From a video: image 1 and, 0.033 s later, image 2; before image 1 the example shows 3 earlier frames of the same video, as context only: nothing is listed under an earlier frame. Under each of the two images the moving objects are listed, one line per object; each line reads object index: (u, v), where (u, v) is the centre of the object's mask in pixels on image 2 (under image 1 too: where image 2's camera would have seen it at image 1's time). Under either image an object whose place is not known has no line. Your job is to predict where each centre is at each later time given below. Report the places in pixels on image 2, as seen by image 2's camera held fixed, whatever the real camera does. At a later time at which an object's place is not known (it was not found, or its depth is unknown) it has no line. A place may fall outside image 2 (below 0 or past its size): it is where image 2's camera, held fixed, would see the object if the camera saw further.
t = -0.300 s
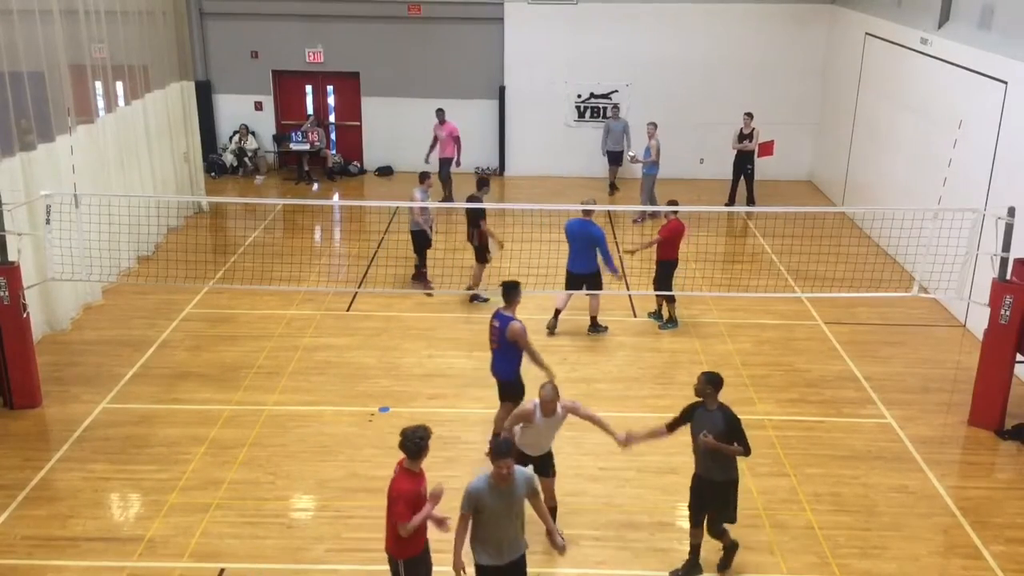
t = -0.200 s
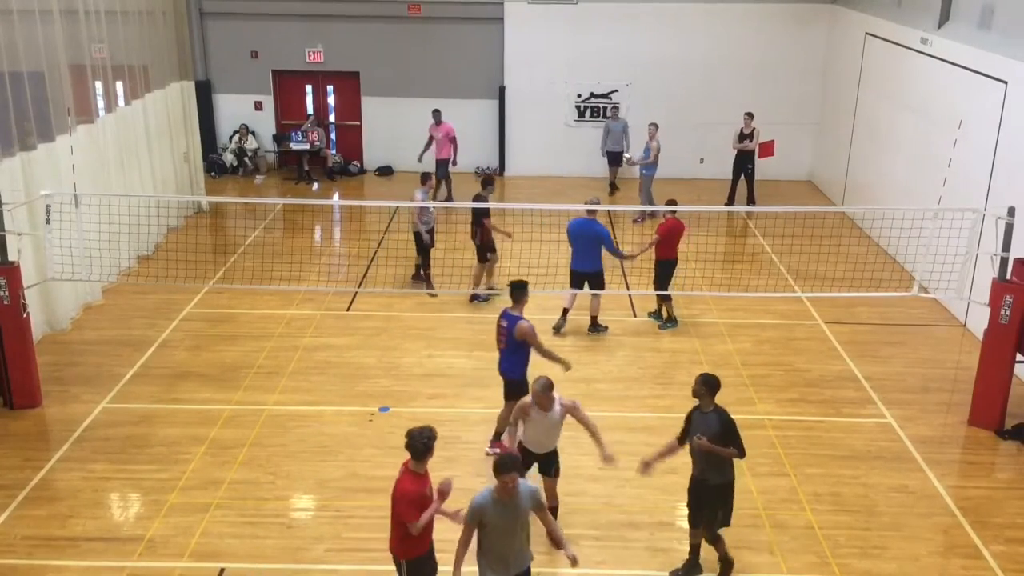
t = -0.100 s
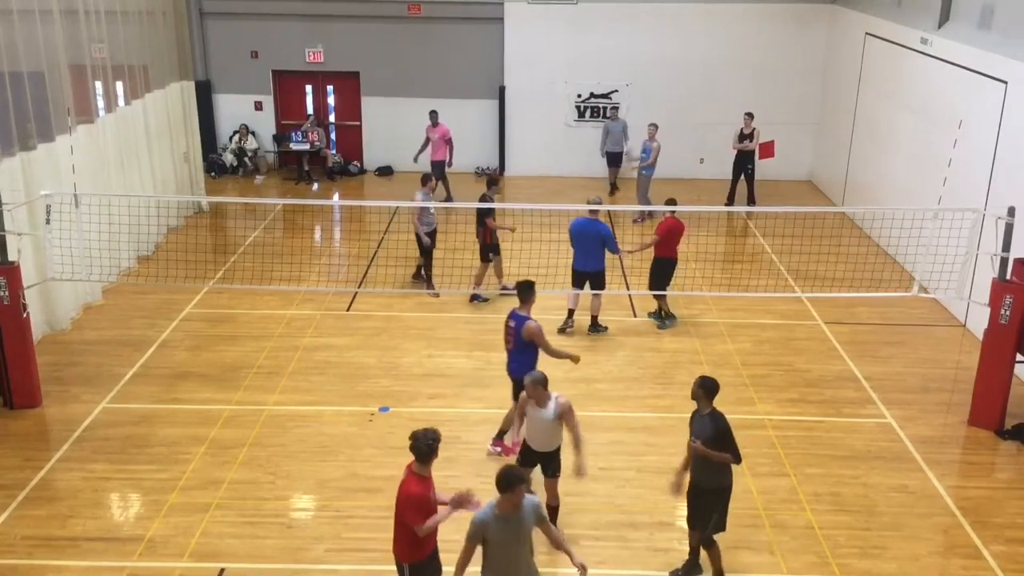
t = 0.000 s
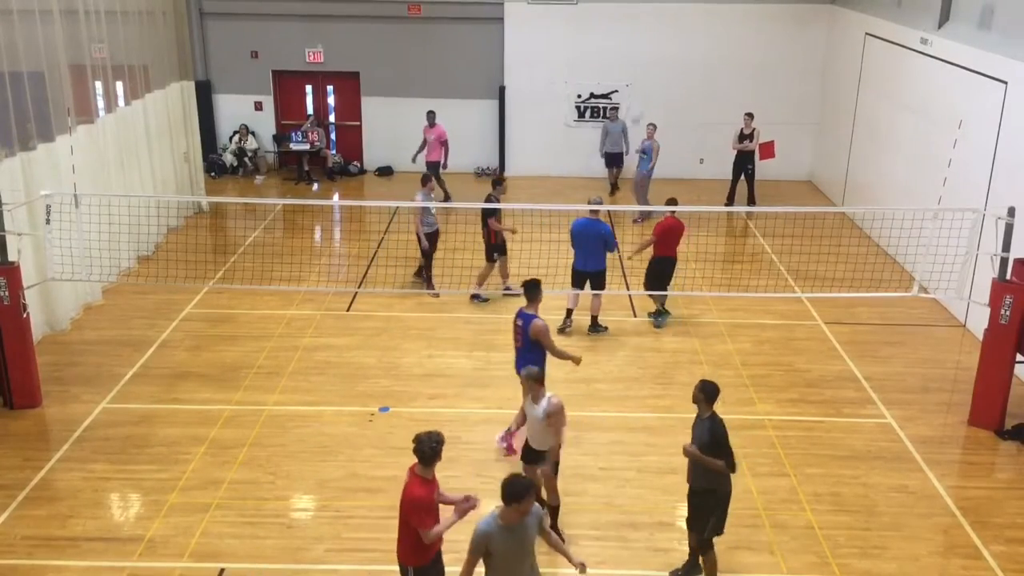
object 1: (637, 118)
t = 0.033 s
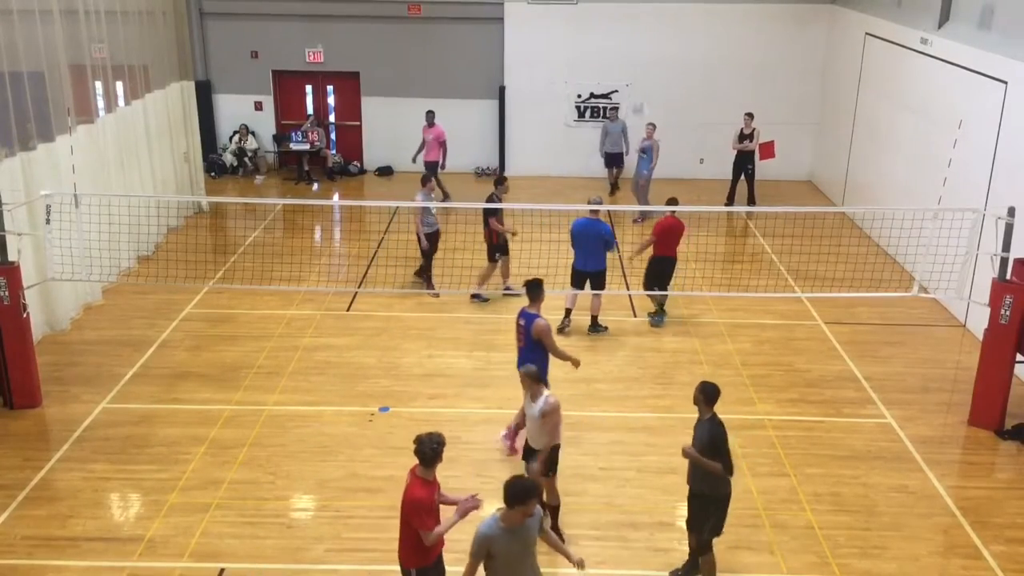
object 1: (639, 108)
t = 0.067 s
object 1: (640, 96)
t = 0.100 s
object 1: (642, 86)
